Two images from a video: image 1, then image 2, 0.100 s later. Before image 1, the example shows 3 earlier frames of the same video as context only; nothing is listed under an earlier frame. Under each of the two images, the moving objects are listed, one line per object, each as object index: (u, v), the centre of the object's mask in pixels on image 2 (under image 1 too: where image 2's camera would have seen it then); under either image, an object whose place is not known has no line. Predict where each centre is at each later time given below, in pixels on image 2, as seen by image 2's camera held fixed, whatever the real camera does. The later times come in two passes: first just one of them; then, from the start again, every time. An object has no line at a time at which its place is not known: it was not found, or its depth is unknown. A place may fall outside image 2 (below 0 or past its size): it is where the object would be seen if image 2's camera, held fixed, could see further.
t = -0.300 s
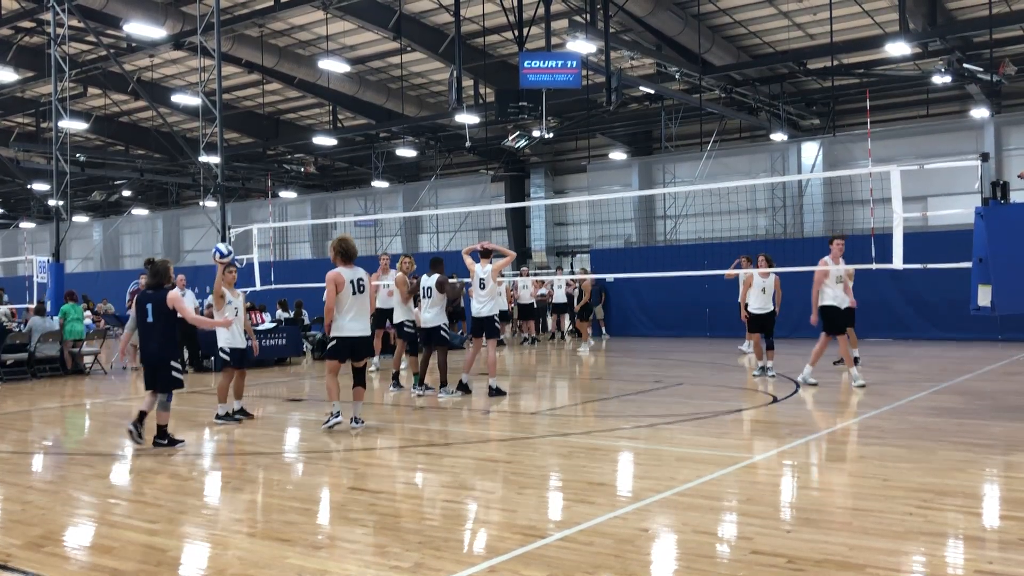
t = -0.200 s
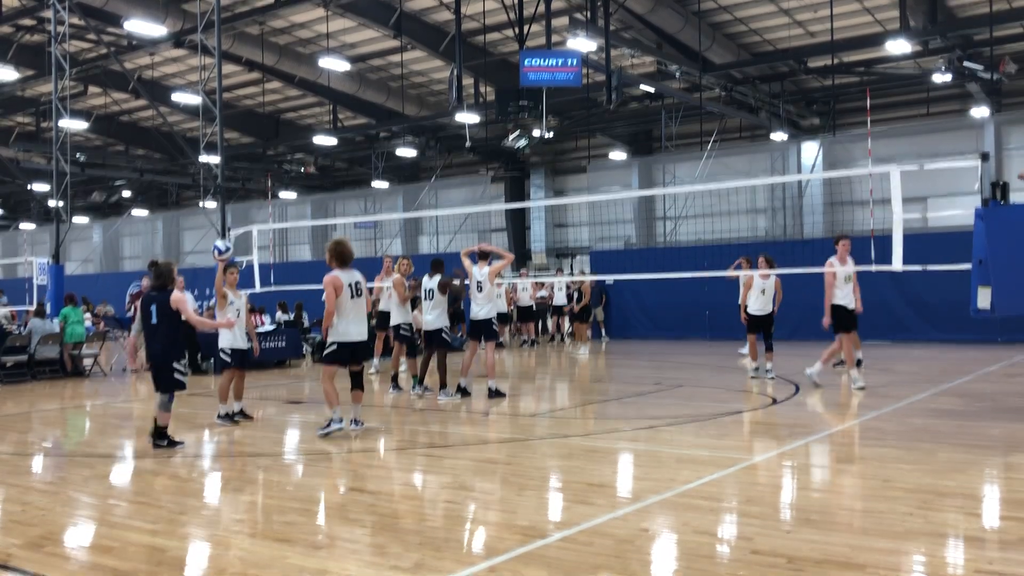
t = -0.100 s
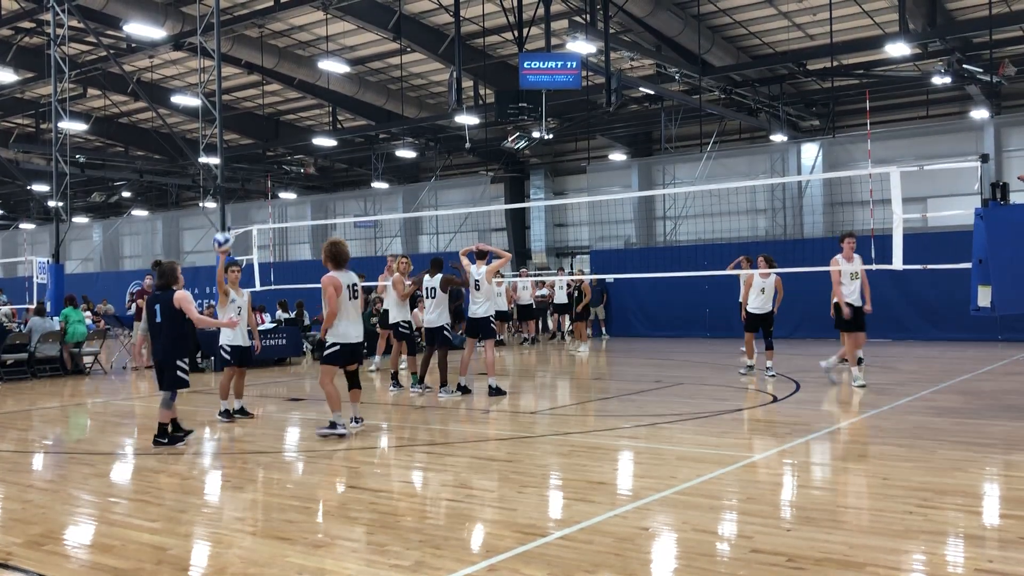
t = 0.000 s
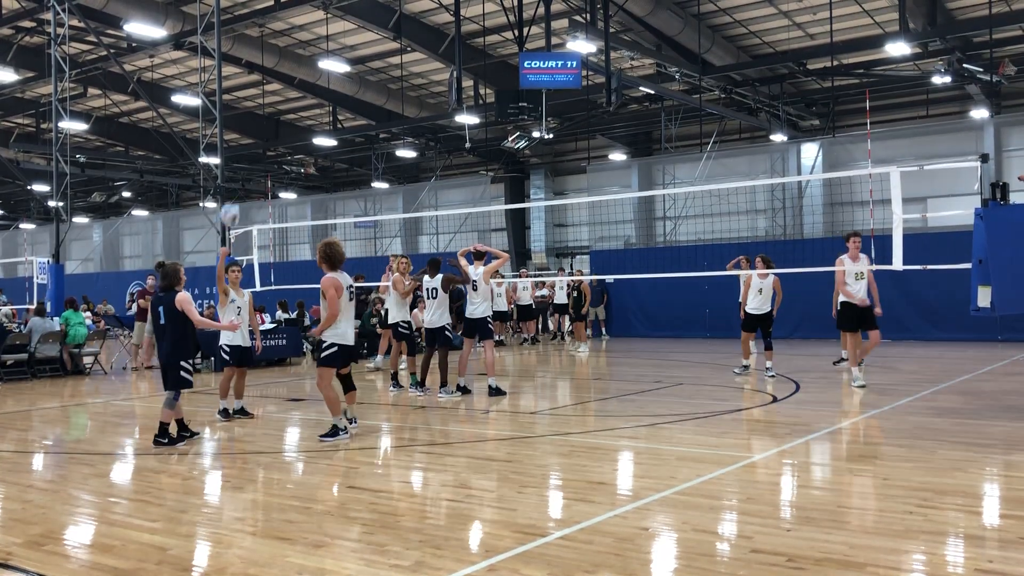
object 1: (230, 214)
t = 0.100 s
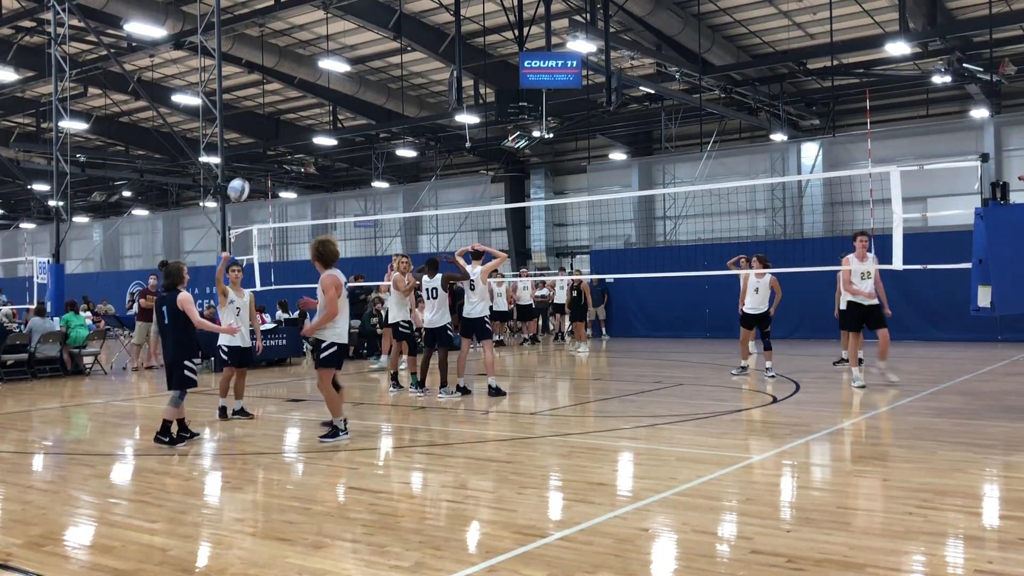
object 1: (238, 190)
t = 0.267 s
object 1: (254, 170)
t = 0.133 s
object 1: (242, 184)
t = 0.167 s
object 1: (245, 179)
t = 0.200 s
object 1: (248, 175)
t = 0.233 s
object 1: (251, 173)
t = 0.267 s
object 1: (254, 170)
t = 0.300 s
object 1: (258, 169)
